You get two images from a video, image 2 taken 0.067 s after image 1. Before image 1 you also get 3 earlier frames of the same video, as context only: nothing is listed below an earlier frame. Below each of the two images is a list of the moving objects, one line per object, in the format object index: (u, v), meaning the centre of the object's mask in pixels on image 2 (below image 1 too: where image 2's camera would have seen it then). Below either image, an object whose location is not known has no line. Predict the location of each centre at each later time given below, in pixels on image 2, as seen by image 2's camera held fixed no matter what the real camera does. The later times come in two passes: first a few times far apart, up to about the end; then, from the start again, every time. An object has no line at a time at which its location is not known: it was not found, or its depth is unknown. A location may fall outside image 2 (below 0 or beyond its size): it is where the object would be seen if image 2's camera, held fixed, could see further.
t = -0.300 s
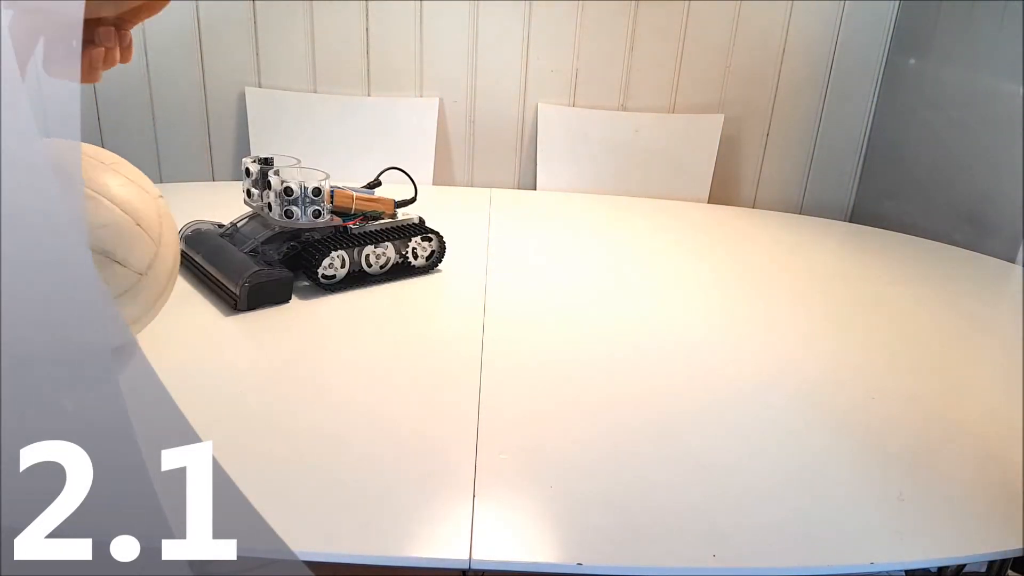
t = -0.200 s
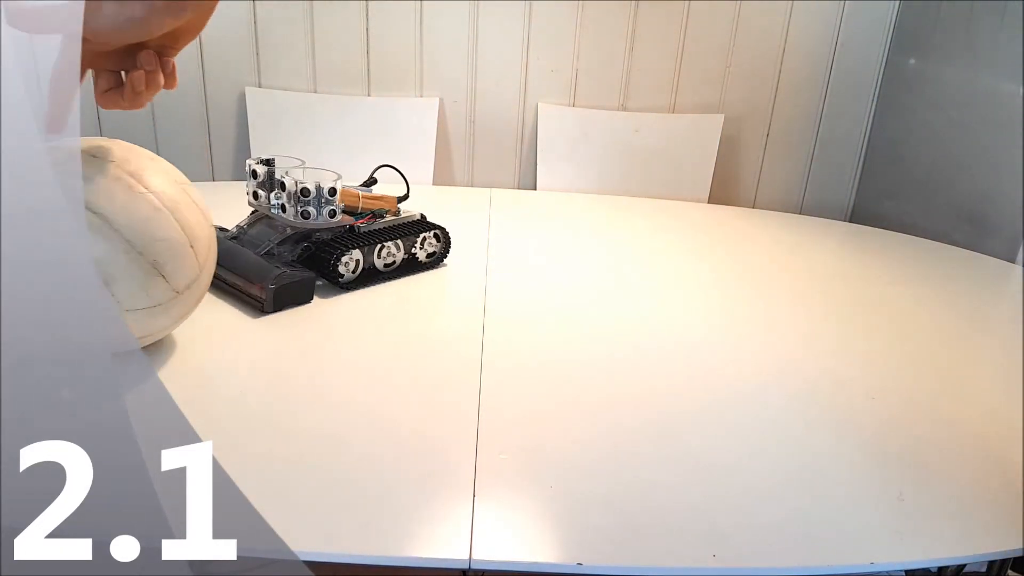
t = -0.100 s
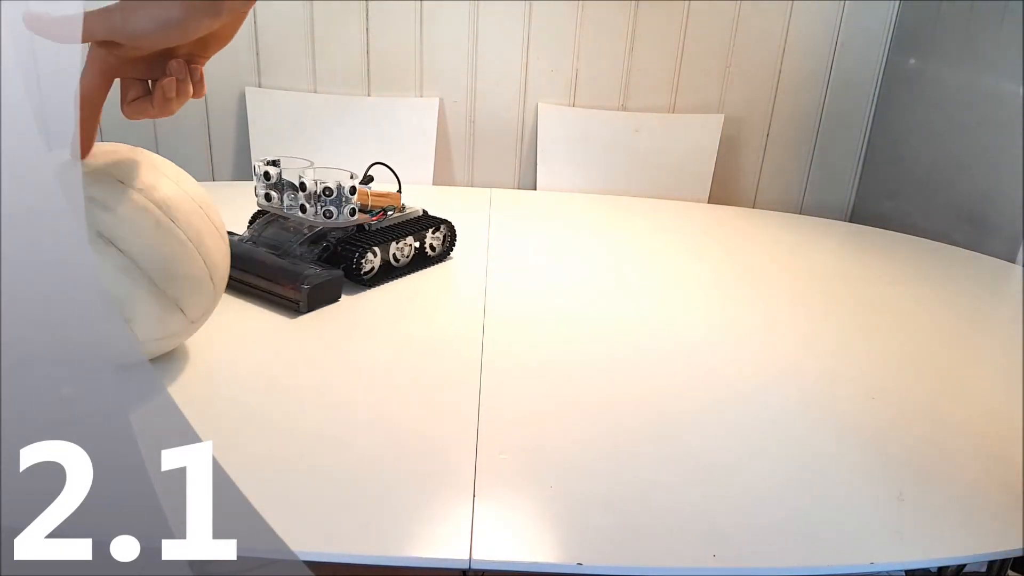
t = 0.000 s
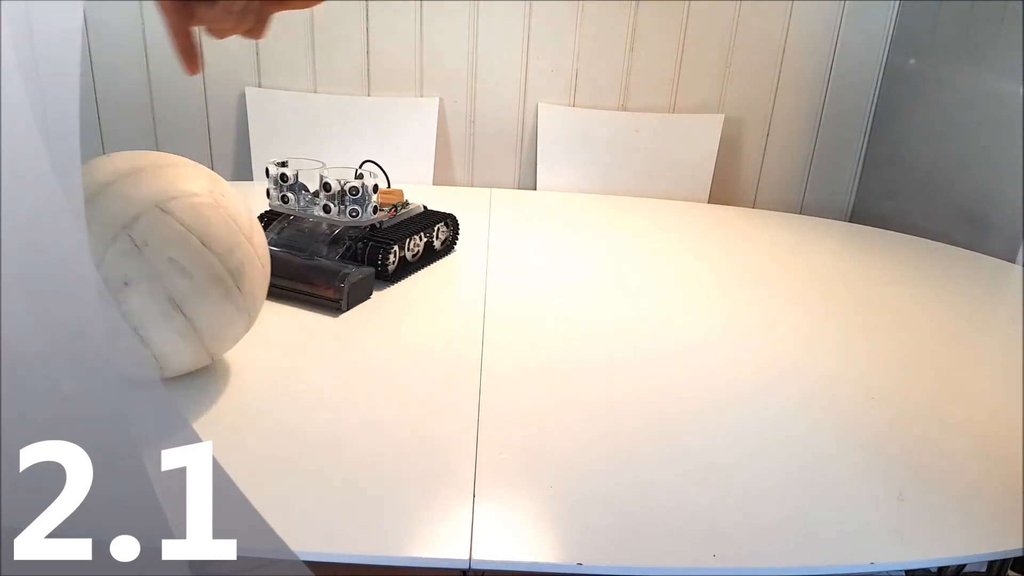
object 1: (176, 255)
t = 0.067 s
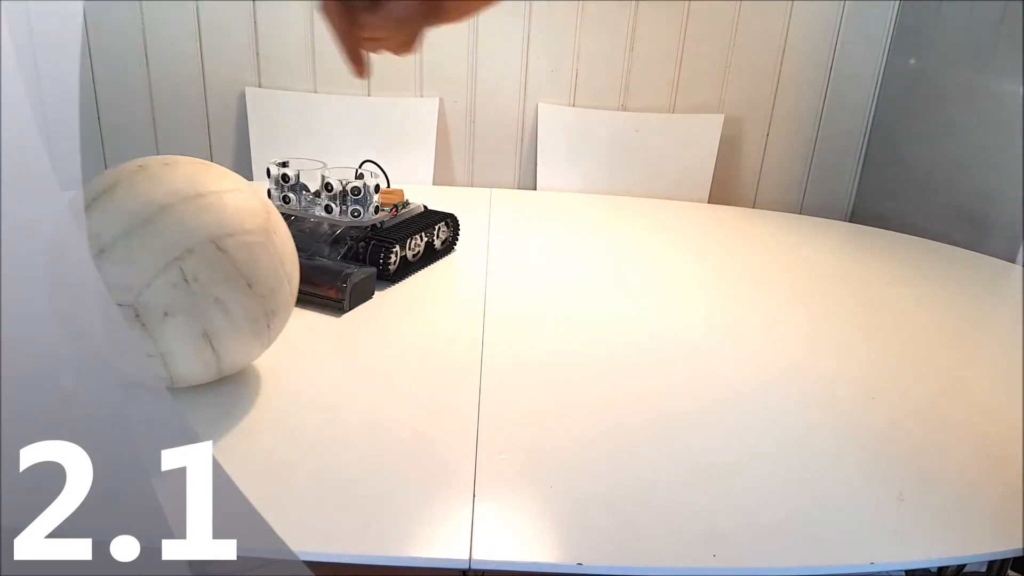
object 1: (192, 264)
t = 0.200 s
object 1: (234, 280)
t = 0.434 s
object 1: (357, 285)
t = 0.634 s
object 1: (460, 279)
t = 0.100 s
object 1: (201, 268)
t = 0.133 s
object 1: (211, 271)
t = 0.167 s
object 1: (222, 276)
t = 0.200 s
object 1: (234, 280)
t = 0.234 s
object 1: (250, 282)
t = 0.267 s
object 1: (267, 284)
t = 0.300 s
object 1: (285, 284)
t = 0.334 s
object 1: (302, 285)
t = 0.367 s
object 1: (320, 285)
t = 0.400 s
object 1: (338, 285)
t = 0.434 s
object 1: (357, 285)
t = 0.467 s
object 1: (375, 285)
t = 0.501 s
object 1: (393, 284)
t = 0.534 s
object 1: (411, 284)
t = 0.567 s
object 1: (428, 282)
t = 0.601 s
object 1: (444, 281)
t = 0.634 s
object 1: (460, 279)
